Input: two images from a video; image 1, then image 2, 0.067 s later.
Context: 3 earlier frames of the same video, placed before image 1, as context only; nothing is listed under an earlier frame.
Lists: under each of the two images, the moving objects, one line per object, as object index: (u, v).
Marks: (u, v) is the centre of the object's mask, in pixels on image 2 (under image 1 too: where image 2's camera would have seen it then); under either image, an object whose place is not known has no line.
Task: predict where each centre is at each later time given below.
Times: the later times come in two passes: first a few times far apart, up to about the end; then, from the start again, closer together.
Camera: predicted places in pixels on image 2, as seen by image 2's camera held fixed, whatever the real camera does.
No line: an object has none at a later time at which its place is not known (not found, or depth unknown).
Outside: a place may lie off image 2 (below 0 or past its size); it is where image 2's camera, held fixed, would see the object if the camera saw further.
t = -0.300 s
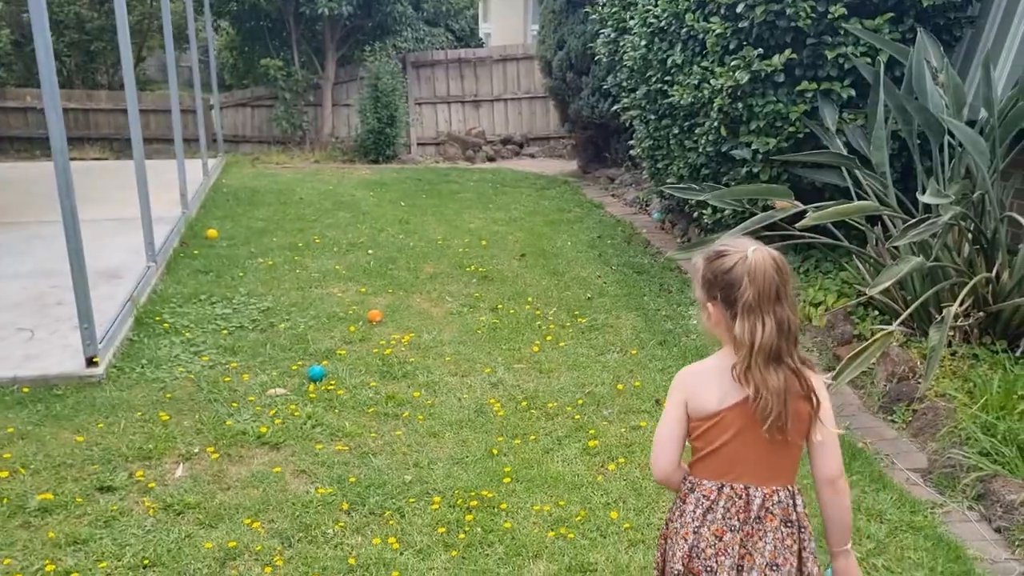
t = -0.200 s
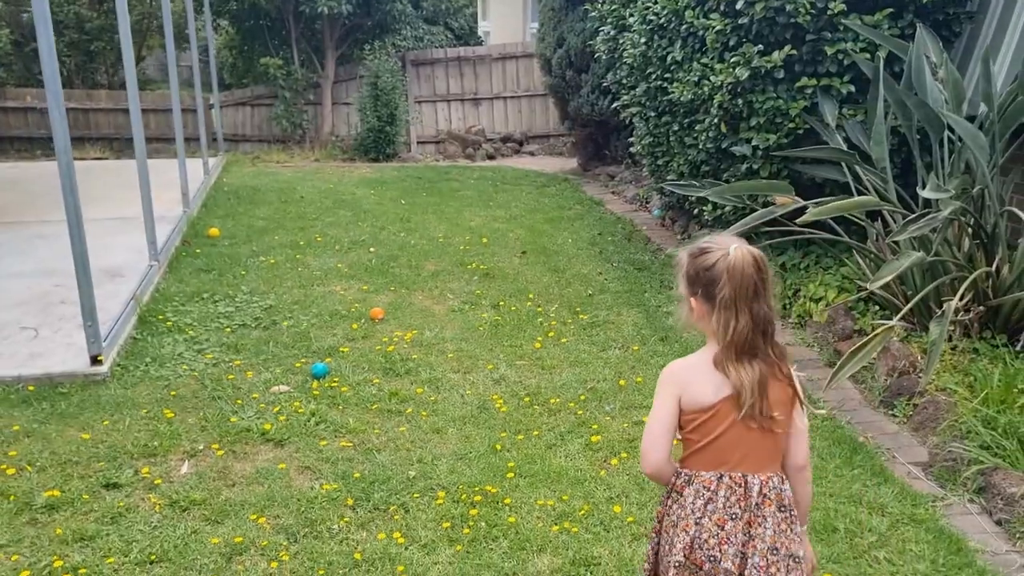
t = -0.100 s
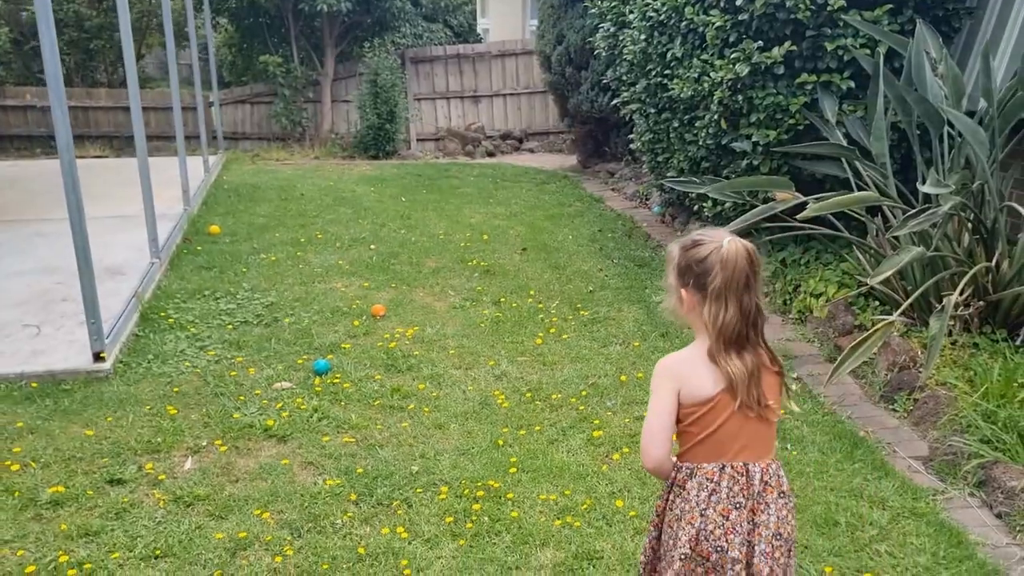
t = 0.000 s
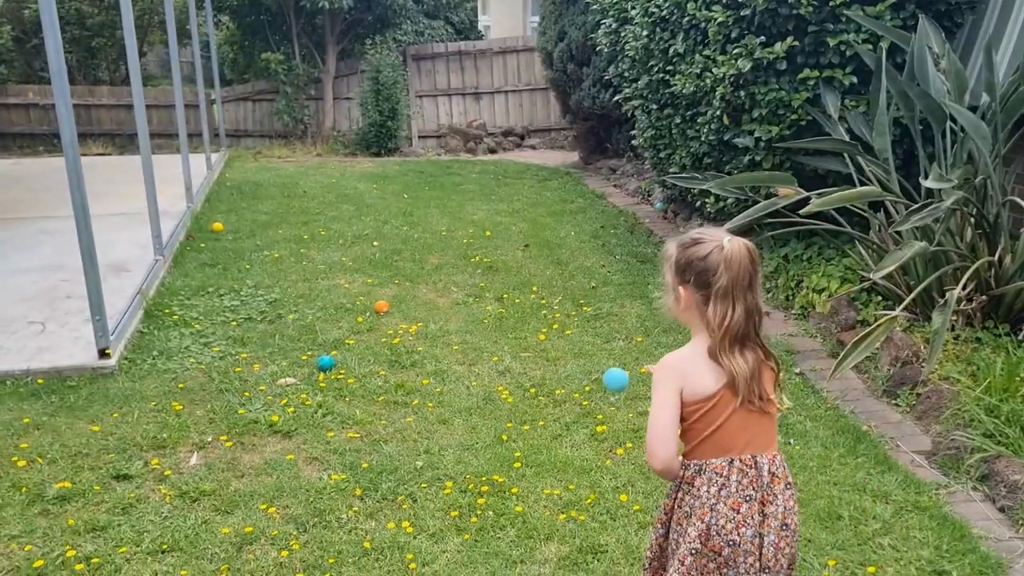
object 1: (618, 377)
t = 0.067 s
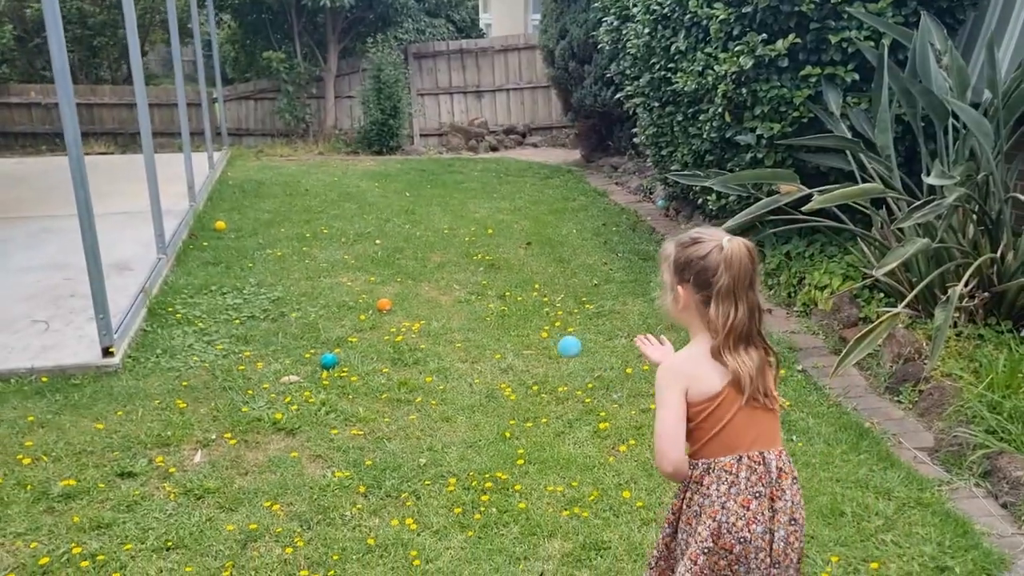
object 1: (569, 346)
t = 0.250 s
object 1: (471, 340)
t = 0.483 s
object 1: (400, 317)
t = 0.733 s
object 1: (350, 308)
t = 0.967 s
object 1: (320, 284)
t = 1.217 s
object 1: (305, 265)
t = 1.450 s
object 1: (303, 258)
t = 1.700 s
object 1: (304, 253)
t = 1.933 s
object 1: (309, 254)
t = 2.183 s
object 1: (314, 258)
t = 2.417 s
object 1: (315, 259)
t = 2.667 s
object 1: (315, 258)
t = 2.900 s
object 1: (314, 258)
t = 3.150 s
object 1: (315, 258)
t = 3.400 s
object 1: (315, 258)
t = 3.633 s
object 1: (317, 258)
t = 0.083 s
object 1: (559, 341)
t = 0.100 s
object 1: (548, 338)
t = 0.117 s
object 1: (538, 336)
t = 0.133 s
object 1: (529, 333)
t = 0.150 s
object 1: (519, 332)
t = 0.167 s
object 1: (511, 332)
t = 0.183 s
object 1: (502, 332)
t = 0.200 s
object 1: (494, 333)
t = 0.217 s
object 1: (486, 335)
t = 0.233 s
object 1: (478, 337)
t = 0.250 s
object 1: (471, 340)
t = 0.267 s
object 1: (464, 343)
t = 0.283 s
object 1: (458, 347)
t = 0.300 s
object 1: (451, 352)
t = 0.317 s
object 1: (445, 356)
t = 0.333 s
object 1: (439, 362)
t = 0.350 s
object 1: (434, 367)
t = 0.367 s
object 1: (429, 359)
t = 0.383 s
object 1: (425, 351)
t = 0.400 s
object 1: (420, 343)
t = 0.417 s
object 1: (416, 337)
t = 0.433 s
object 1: (412, 331)
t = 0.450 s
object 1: (408, 326)
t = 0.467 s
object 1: (404, 321)
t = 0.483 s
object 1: (400, 317)
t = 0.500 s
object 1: (396, 314)
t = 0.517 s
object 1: (392, 311)
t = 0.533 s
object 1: (388, 309)
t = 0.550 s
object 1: (385, 307)
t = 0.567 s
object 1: (383, 306)
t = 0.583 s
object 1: (378, 305)
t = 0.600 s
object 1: (375, 305)
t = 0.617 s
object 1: (371, 306)
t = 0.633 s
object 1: (368, 307)
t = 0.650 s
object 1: (365, 308)
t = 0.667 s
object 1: (362, 310)
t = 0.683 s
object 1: (359, 313)
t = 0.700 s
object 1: (356, 314)
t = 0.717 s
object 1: (353, 312)
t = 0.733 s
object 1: (350, 308)
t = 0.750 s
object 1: (348, 304)
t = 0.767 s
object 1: (345, 300)
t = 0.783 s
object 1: (343, 297)
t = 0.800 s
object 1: (340, 295)
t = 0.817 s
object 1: (338, 292)
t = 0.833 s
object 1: (336, 290)
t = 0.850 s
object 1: (333, 289)
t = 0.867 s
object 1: (331, 289)
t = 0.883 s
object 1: (329, 289)
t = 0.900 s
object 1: (327, 289)
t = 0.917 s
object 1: (325, 290)
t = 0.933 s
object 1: (323, 289)
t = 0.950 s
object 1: (322, 286)
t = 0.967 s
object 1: (320, 284)
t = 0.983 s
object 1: (319, 282)
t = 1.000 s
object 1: (317, 279)
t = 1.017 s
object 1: (316, 278)
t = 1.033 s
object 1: (315, 276)
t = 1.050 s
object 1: (314, 275)
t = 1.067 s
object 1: (313, 275)
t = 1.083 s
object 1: (312, 275)
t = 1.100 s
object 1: (311, 275)
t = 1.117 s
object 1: (310, 275)
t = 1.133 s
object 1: (308, 274)
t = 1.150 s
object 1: (308, 272)
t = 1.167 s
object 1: (307, 270)
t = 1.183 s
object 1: (306, 268)
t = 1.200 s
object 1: (306, 266)
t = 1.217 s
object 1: (305, 265)
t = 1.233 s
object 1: (305, 265)
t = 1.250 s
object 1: (304, 264)
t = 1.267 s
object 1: (304, 264)
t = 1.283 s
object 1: (304, 265)
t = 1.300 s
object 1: (304, 264)
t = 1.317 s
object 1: (304, 264)
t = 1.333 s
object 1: (304, 263)
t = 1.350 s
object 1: (303, 261)
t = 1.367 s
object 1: (303, 261)
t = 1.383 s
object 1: (303, 260)
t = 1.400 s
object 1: (303, 260)
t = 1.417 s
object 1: (303, 260)
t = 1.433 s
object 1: (303, 259)
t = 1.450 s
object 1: (303, 258)
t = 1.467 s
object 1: (302, 257)
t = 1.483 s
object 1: (302, 256)
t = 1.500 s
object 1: (302, 256)
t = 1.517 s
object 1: (303, 255)
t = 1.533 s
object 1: (303, 255)
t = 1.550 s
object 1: (303, 255)
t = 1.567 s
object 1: (303, 254)
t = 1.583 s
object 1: (303, 254)
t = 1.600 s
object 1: (303, 254)
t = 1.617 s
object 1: (303, 253)
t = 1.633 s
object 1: (303, 253)
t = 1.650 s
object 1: (304, 253)
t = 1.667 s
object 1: (304, 253)
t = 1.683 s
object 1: (304, 253)
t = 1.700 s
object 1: (304, 253)
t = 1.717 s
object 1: (305, 253)
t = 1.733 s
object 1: (305, 253)
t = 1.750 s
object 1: (305, 253)
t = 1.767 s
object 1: (305, 253)
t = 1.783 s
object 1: (306, 253)
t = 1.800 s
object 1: (306, 253)
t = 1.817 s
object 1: (306, 253)
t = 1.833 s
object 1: (306, 254)
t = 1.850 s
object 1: (307, 254)
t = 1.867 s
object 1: (307, 254)
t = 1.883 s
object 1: (308, 254)
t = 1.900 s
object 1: (308, 254)
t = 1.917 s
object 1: (308, 254)
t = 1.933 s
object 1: (309, 254)
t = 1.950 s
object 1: (310, 255)
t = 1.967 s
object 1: (310, 255)
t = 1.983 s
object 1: (310, 256)
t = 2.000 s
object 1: (311, 256)
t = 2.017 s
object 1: (311, 256)
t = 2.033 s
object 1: (311, 256)
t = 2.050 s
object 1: (312, 256)
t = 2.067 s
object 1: (312, 256)
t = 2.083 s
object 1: (312, 257)
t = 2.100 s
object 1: (313, 257)
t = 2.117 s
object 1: (313, 258)
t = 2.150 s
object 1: (313, 257)
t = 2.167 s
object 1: (314, 257)
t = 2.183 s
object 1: (314, 258)
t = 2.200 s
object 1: (314, 258)
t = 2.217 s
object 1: (314, 258)
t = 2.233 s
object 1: (315, 258)
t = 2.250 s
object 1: (314, 258)
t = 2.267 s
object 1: (315, 258)
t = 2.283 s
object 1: (315, 258)
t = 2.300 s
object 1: (315, 258)
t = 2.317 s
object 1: (314, 258)
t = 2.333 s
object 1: (314, 258)
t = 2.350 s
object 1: (314, 258)
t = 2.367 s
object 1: (314, 258)
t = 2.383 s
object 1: (314, 258)
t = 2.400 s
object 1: (315, 259)
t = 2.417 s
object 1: (315, 259)
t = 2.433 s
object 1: (315, 259)
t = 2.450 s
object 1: (315, 259)
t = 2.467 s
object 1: (315, 258)
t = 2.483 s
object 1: (315, 258)
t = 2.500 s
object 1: (315, 258)
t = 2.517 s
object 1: (315, 258)
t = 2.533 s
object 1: (314, 258)
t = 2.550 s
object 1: (314, 258)
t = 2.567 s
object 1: (314, 258)
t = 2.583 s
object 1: (315, 258)
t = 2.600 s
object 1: (315, 258)
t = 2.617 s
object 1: (315, 258)
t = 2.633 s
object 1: (315, 258)
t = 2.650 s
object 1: (315, 258)
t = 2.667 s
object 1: (315, 258)
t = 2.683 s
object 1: (315, 258)
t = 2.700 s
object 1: (315, 258)
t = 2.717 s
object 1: (315, 258)
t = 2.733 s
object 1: (315, 258)
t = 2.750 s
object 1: (315, 258)
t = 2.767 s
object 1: (315, 258)
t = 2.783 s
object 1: (315, 258)
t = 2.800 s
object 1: (314, 258)
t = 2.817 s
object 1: (314, 258)
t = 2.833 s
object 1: (314, 258)
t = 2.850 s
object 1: (314, 259)
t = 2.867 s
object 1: (314, 259)
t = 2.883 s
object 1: (314, 259)
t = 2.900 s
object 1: (314, 258)
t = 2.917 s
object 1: (314, 259)
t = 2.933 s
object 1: (314, 258)
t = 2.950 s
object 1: (314, 258)
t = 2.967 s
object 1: (314, 259)
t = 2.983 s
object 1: (314, 259)
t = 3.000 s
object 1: (314, 258)
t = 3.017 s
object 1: (314, 258)
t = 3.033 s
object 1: (314, 258)
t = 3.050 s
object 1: (314, 258)
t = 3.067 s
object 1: (314, 259)
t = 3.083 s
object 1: (314, 259)
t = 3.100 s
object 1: (314, 259)
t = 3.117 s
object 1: (314, 259)
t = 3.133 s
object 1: (314, 259)
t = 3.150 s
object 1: (315, 258)
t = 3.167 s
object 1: (315, 258)
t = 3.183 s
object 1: (315, 258)
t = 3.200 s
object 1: (315, 258)
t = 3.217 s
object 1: (315, 258)
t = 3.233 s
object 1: (315, 259)
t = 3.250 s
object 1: (315, 258)
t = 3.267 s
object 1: (315, 258)
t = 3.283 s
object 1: (315, 258)
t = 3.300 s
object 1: (315, 258)
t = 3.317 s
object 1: (315, 258)
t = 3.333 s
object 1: (315, 258)
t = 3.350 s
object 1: (315, 258)
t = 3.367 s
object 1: (315, 258)
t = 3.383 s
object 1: (315, 258)
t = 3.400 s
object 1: (315, 258)
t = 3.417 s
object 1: (315, 258)
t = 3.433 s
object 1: (316, 258)
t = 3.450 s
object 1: (316, 258)
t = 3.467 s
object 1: (316, 258)
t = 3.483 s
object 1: (316, 258)
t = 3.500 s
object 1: (316, 258)
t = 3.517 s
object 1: (317, 258)
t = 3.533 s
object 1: (317, 258)
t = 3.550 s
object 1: (317, 259)
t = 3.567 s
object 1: (317, 258)
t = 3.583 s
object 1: (317, 258)
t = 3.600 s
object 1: (317, 258)
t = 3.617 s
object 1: (317, 258)
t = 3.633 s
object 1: (317, 258)
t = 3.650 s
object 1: (317, 258)
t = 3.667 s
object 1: (318, 258)
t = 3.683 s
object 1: (317, 258)
